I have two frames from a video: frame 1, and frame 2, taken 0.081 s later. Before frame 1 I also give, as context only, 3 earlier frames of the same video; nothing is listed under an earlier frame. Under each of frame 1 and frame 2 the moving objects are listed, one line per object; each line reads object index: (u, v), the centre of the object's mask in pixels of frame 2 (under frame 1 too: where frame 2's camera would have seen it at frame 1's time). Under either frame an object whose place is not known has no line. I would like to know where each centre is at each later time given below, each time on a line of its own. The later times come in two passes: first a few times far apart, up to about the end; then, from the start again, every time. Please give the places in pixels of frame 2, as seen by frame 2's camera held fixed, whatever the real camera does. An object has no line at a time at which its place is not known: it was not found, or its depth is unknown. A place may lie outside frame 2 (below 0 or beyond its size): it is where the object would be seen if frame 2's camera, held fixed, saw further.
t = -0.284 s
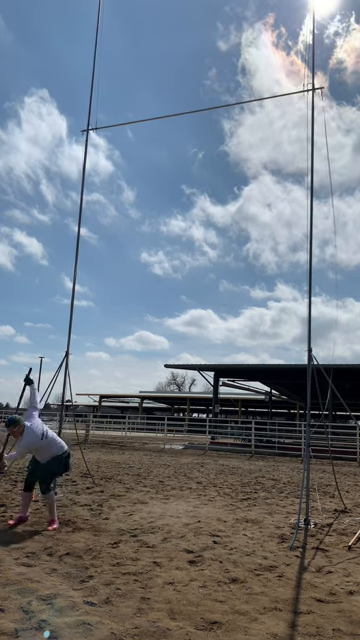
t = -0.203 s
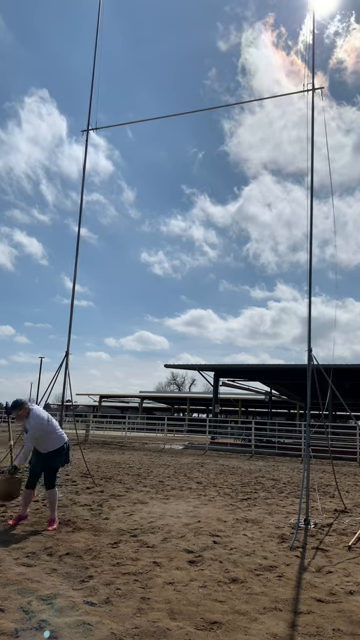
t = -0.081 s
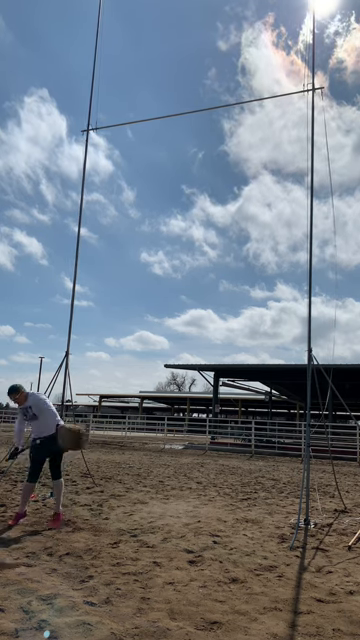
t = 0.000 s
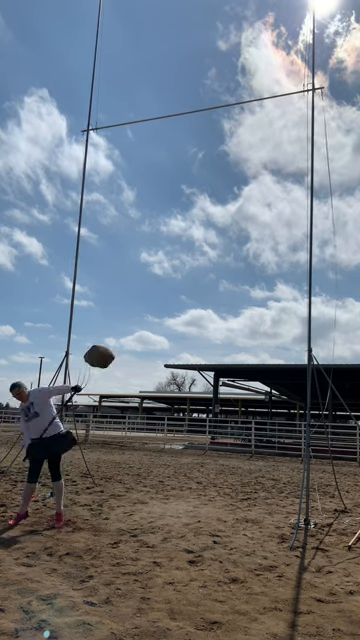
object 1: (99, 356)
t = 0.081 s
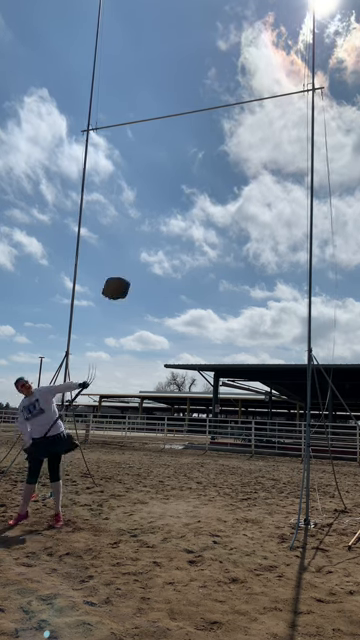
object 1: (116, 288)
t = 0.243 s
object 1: (144, 182)
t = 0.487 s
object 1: (176, 83)
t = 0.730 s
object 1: (200, 36)
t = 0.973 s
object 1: (219, 27)
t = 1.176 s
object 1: (233, 42)
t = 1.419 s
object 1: (248, 86)
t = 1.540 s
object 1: (254, 118)
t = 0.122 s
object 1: (123, 258)
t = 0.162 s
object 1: (131, 231)
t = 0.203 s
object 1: (138, 205)
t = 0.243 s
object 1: (144, 182)
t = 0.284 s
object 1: (150, 161)
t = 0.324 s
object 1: (156, 142)
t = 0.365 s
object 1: (162, 125)
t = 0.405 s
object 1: (167, 109)
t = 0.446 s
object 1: (172, 96)
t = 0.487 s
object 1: (176, 83)
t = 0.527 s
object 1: (180, 72)
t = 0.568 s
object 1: (185, 63)
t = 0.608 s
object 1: (189, 54)
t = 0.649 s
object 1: (192, 47)
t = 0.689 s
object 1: (196, 41)
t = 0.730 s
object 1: (200, 36)
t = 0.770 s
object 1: (203, 32)
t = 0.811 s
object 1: (207, 30)
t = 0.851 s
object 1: (210, 28)
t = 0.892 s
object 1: (213, 27)
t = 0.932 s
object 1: (216, 26)
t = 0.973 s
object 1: (219, 27)
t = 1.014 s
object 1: (222, 29)
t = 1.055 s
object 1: (225, 31)
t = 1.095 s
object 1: (228, 34)
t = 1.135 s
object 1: (230, 38)
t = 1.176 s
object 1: (233, 42)
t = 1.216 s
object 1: (236, 48)
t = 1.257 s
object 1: (238, 54)
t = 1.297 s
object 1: (241, 61)
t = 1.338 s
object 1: (243, 68)
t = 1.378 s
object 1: (245, 77)
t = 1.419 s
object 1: (248, 86)
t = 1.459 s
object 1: (250, 96)
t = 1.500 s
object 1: (252, 107)
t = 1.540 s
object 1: (254, 118)
